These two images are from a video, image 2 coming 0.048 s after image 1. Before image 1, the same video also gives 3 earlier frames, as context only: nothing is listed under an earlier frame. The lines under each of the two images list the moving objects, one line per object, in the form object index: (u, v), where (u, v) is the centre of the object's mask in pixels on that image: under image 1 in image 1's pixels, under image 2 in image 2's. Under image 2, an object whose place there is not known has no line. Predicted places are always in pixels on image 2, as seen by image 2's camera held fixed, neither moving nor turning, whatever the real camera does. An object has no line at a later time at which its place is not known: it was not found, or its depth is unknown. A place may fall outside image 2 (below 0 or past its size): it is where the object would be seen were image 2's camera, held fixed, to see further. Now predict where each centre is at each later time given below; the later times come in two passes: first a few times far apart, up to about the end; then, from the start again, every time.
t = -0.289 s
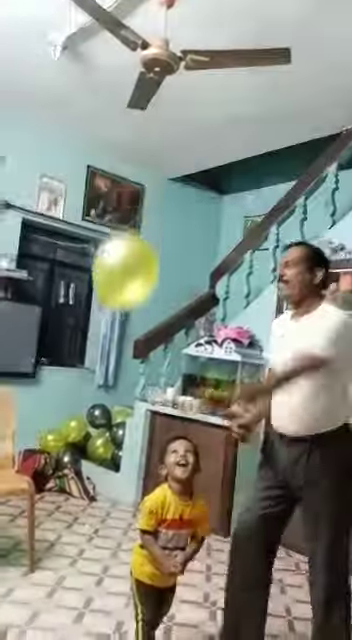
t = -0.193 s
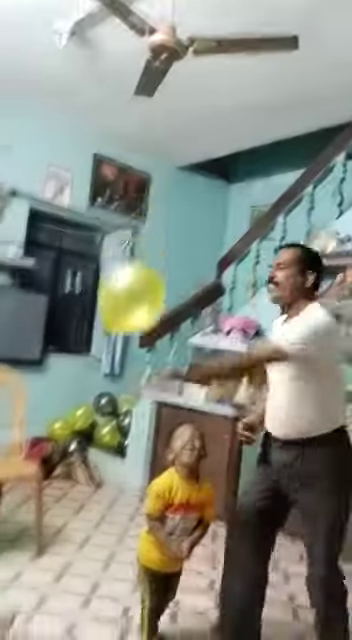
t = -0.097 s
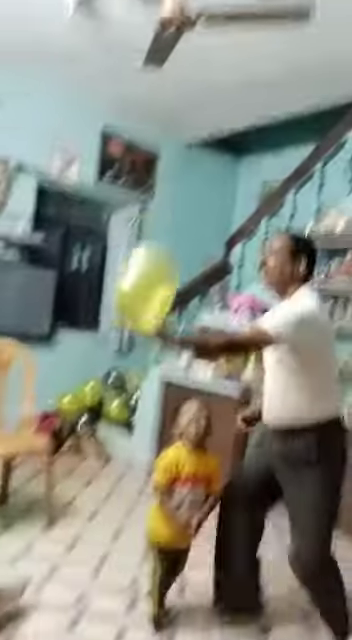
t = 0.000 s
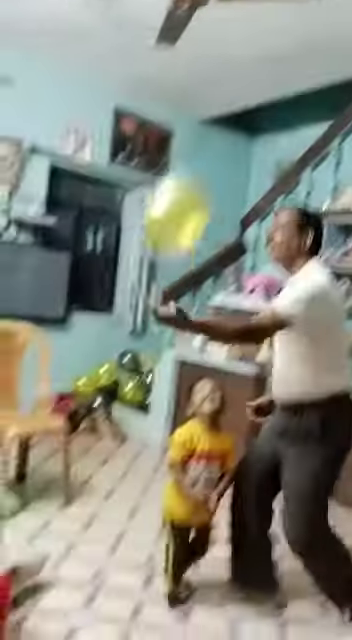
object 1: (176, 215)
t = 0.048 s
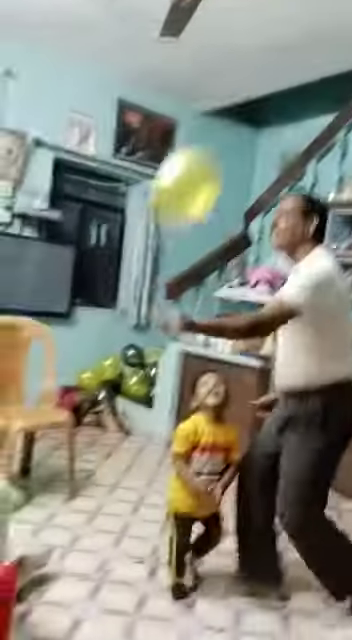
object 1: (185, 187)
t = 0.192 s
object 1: (204, 133)
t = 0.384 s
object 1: (223, 97)
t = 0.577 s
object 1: (232, 90)
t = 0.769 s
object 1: (242, 106)
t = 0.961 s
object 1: (248, 139)
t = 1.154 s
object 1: (250, 193)
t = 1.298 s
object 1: (246, 241)
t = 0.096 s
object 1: (191, 166)
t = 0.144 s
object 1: (199, 148)
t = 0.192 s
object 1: (204, 133)
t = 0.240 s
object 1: (209, 123)
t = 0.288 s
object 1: (214, 113)
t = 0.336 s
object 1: (219, 104)
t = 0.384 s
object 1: (223, 97)
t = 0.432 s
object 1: (226, 93)
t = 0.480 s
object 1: (228, 90)
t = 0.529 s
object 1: (230, 89)
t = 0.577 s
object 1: (232, 90)
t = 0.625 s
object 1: (235, 92)
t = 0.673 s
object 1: (237, 95)
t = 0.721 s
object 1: (240, 101)
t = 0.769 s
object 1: (242, 106)
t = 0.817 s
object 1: (244, 114)
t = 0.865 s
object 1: (246, 122)
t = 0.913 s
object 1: (247, 131)
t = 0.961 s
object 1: (248, 139)
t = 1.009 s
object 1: (249, 152)
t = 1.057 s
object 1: (251, 164)
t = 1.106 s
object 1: (250, 180)
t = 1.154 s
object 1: (250, 193)
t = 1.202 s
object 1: (249, 209)
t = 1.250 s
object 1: (248, 225)
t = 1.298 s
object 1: (246, 241)
